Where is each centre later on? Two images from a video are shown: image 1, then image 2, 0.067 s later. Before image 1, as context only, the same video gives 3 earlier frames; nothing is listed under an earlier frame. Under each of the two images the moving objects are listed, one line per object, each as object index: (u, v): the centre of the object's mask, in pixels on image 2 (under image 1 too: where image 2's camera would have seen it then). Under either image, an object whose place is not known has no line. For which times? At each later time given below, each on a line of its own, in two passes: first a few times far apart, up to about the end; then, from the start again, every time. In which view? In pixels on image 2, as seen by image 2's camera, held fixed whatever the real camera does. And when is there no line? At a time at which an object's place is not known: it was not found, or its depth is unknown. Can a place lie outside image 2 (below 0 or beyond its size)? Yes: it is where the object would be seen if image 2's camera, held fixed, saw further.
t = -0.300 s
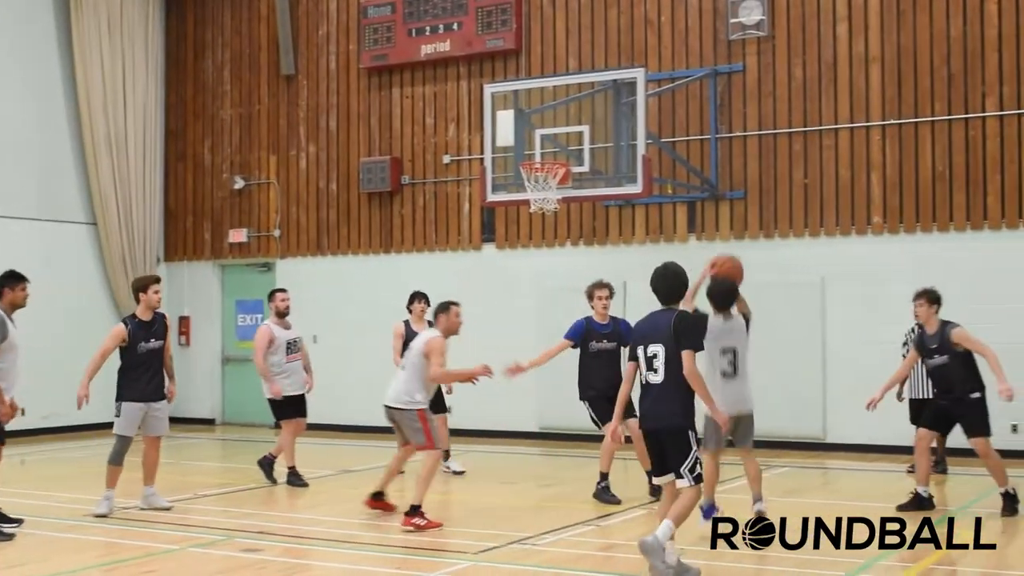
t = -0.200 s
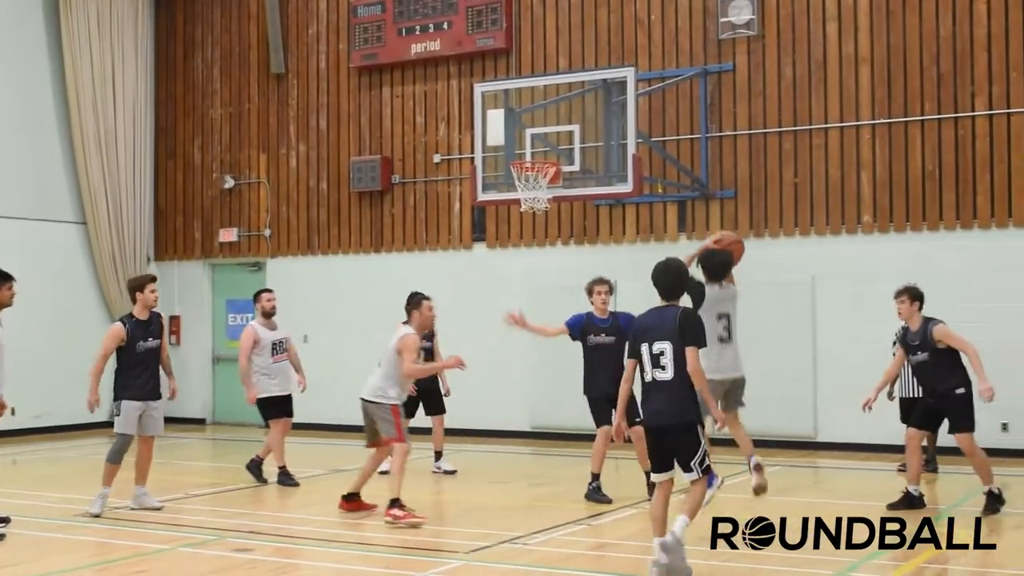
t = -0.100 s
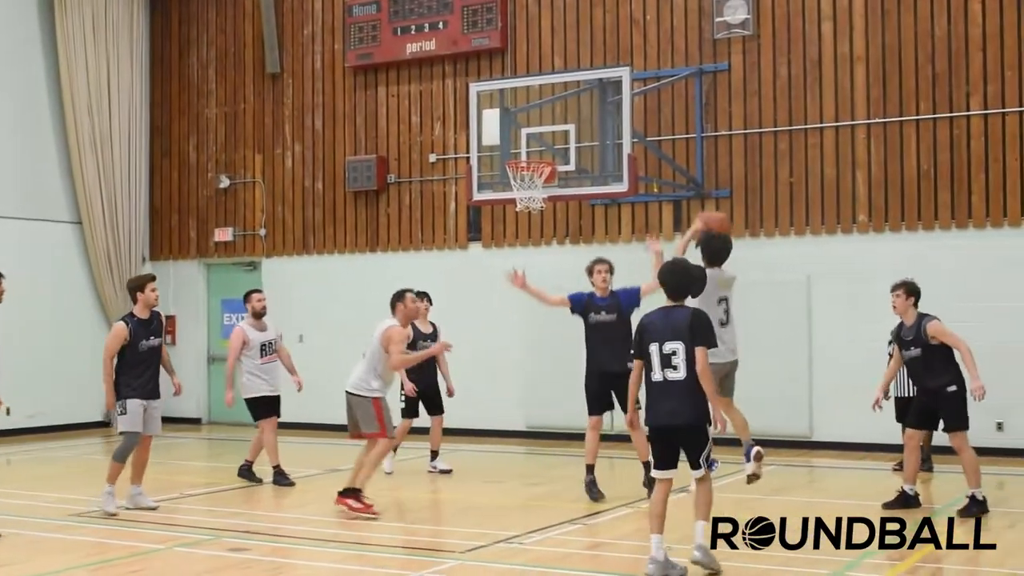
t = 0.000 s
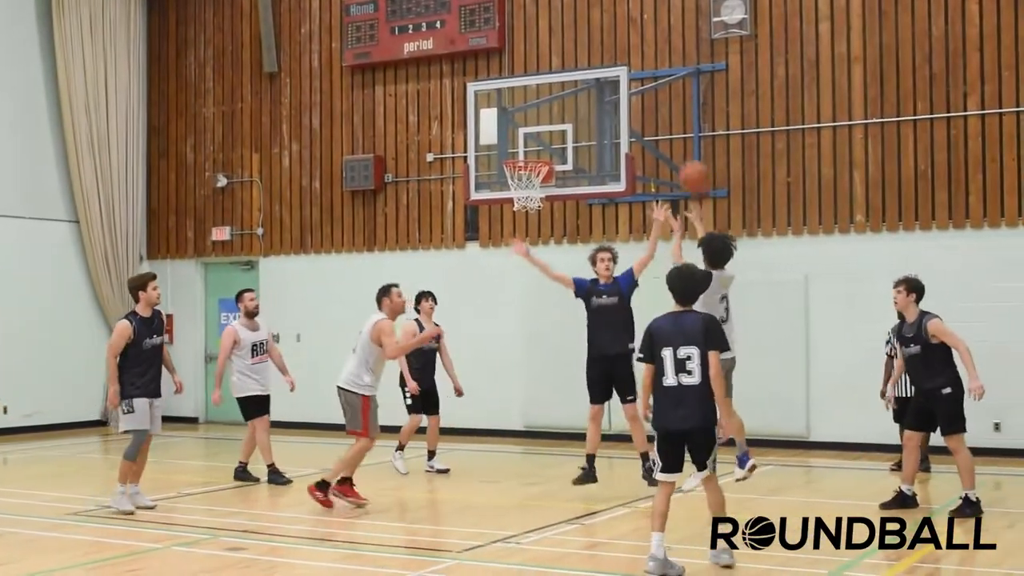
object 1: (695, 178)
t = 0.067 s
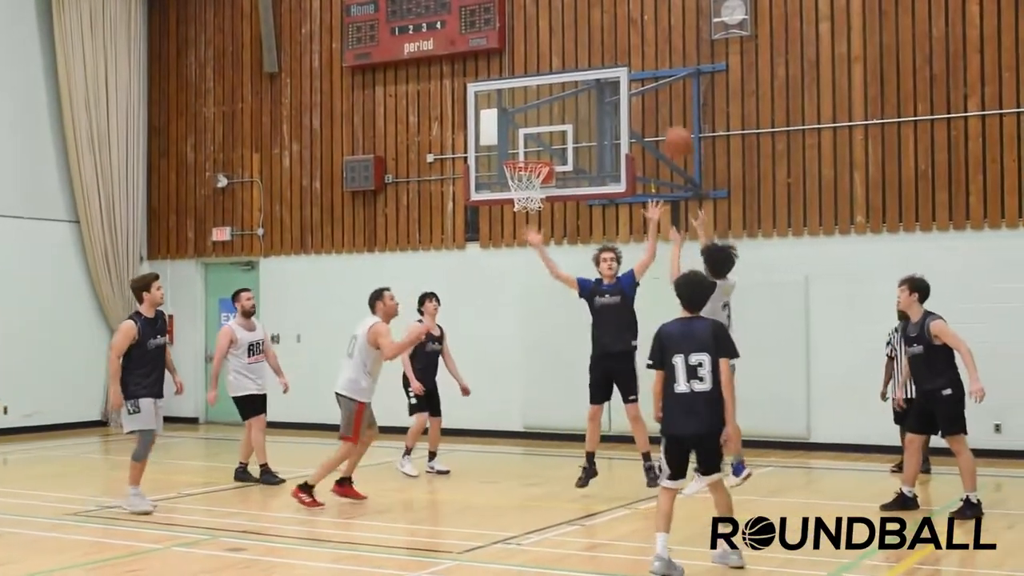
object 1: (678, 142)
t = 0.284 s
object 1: (628, 76)
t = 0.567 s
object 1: (574, 77)
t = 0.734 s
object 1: (547, 115)
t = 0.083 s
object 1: (673, 135)
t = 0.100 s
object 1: (669, 128)
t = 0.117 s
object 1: (665, 121)
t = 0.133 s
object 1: (660, 114)
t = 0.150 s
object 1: (657, 108)
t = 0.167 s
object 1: (654, 103)
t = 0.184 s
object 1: (649, 97)
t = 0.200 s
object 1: (646, 92)
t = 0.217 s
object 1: (642, 87)
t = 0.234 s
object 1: (638, 85)
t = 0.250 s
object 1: (635, 81)
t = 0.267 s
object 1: (630, 78)
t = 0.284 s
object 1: (628, 76)
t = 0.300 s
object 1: (624, 73)
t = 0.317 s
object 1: (621, 70)
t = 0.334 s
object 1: (617, 68)
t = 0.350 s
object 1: (614, 68)
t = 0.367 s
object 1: (610, 66)
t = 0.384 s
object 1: (607, 65)
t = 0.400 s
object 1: (604, 64)
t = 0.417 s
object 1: (601, 65)
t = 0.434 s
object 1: (597, 65)
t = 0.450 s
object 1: (594, 65)
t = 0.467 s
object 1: (591, 66)
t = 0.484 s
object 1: (589, 66)
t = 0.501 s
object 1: (585, 68)
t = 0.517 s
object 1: (582, 70)
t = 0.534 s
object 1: (580, 71)
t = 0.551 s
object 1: (577, 73)
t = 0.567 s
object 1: (574, 77)
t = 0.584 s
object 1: (572, 78)
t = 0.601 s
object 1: (568, 83)
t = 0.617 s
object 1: (565, 87)
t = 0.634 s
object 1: (563, 90)
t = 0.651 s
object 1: (560, 94)
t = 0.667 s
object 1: (560, 96)
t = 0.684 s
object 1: (554, 101)
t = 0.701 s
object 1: (552, 107)
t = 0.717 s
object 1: (549, 111)
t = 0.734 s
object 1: (547, 115)
